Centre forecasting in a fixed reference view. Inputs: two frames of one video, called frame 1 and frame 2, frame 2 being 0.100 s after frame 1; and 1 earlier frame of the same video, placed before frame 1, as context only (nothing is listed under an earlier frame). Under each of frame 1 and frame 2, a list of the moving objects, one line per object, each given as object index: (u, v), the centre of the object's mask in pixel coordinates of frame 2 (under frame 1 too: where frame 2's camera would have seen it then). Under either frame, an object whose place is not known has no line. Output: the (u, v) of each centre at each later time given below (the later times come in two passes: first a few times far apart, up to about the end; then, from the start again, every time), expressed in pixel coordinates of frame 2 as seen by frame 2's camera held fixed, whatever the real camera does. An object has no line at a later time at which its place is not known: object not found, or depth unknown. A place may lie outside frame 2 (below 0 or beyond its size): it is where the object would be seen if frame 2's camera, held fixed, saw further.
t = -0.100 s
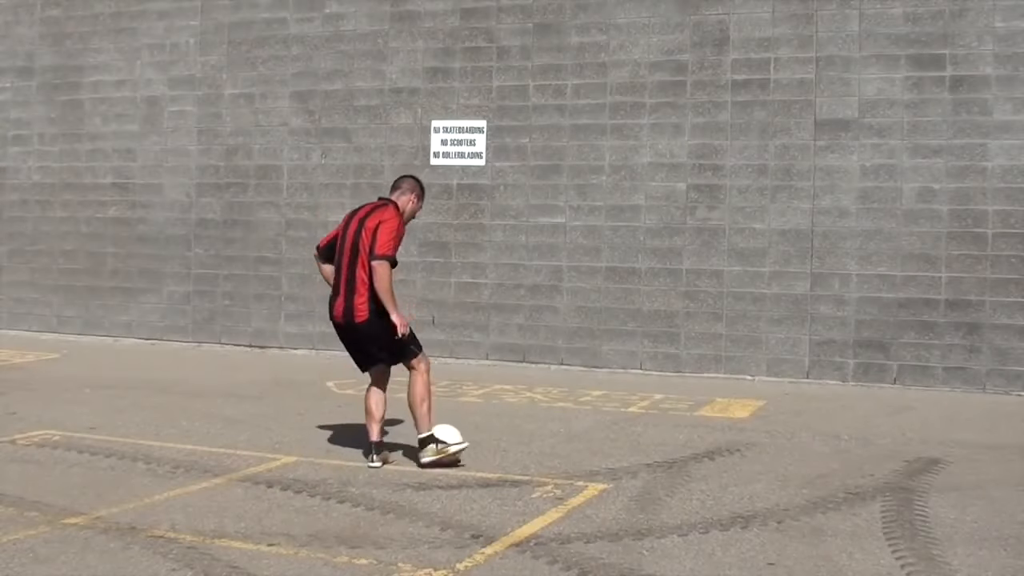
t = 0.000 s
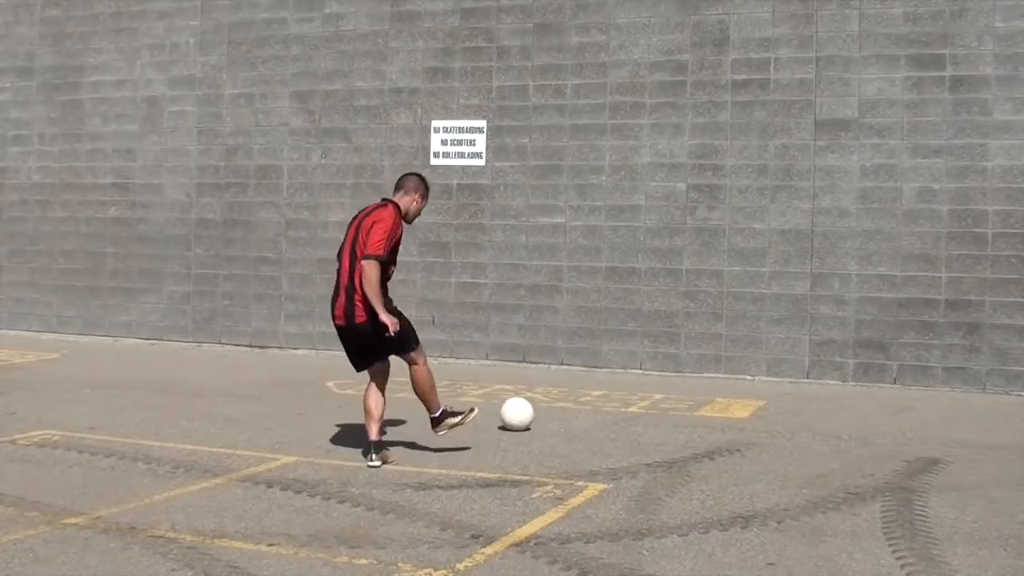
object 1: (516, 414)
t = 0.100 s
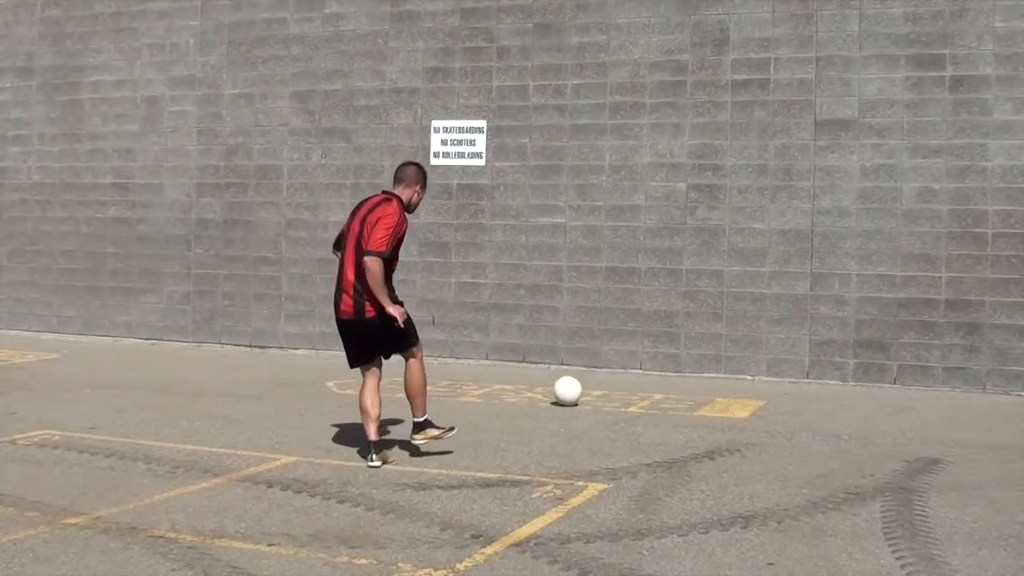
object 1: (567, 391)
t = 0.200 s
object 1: (603, 375)
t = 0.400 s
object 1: (617, 357)
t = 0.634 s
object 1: (538, 389)
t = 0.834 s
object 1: (473, 404)
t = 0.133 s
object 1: (580, 384)
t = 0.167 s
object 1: (592, 379)
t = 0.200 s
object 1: (603, 375)
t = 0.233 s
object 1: (613, 371)
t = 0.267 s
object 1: (622, 366)
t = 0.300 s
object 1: (630, 363)
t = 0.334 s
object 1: (634, 361)
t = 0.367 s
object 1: (626, 358)
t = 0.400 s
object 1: (617, 357)
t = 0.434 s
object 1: (607, 358)
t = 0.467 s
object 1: (597, 360)
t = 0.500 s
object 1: (586, 363)
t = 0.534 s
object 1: (575, 367)
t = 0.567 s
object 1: (563, 373)
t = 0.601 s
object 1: (551, 380)
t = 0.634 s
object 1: (538, 389)
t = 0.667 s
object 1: (528, 389)
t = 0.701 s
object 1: (518, 388)
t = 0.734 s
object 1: (508, 390)
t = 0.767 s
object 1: (496, 393)
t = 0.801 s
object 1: (485, 397)
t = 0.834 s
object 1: (473, 404)
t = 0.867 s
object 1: (461, 412)
